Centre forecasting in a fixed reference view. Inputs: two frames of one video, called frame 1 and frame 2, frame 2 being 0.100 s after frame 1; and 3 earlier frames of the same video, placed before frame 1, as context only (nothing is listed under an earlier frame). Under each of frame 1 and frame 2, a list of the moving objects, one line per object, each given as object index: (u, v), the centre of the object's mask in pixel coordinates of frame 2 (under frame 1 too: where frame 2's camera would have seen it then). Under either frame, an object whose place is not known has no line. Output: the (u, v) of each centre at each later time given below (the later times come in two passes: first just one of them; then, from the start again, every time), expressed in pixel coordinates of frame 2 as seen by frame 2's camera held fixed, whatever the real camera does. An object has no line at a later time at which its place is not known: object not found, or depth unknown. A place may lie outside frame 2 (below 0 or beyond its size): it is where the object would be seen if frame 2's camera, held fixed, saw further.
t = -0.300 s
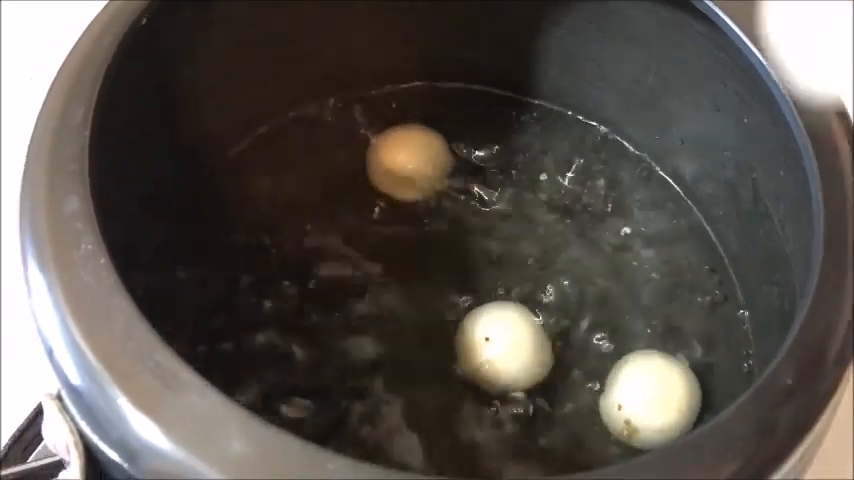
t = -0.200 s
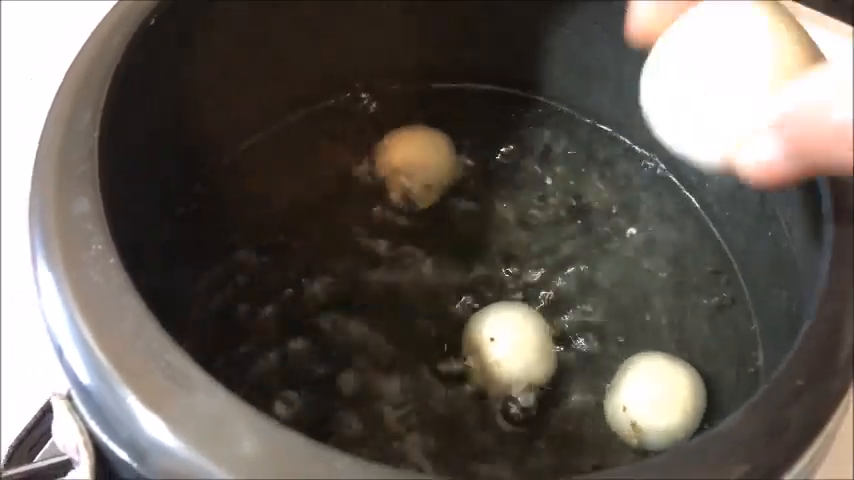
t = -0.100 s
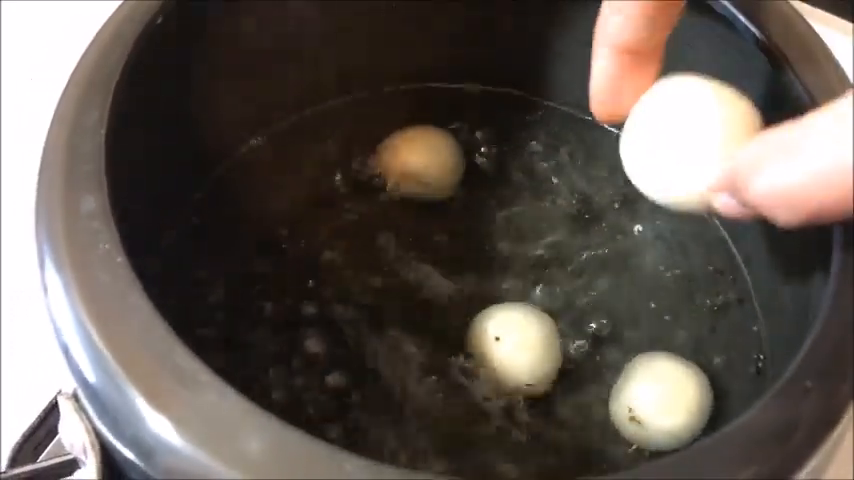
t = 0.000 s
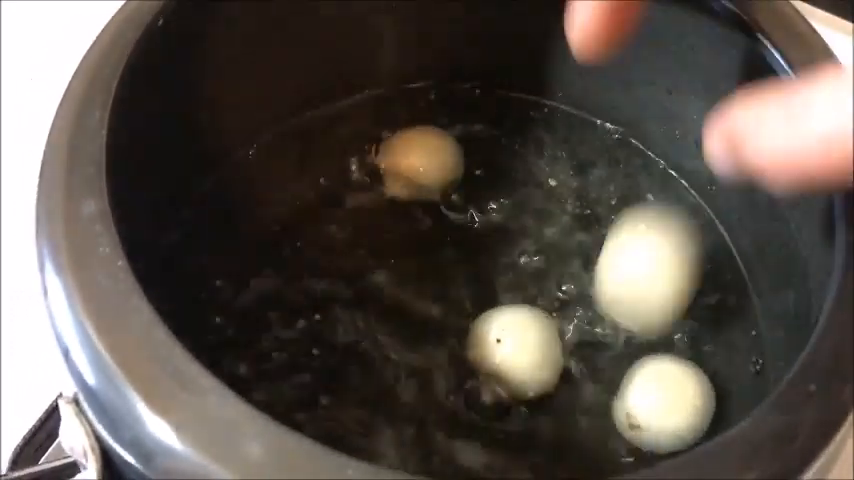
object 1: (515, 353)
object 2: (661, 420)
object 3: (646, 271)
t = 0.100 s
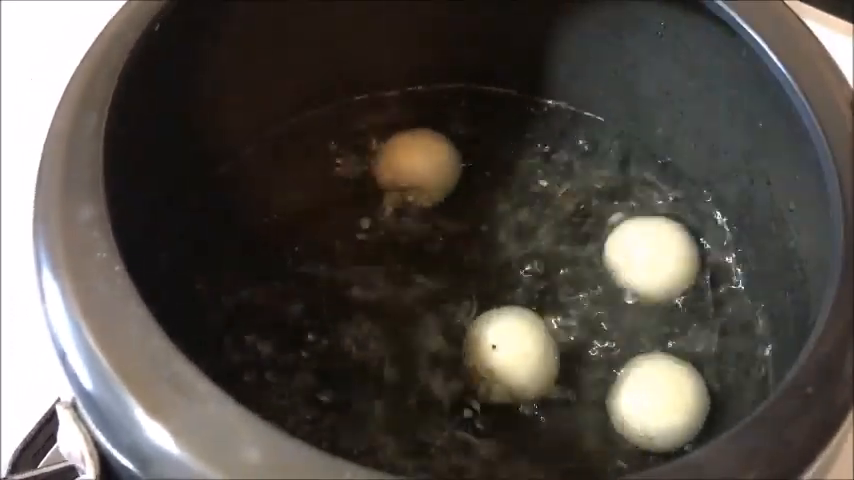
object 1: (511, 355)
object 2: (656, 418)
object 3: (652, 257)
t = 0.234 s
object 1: (509, 359)
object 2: (655, 412)
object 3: (636, 246)
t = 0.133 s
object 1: (512, 355)
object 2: (654, 419)
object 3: (650, 254)
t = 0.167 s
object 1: (509, 356)
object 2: (654, 419)
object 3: (646, 249)
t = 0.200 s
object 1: (512, 355)
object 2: (654, 420)
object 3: (644, 246)
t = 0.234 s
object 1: (509, 359)
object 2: (655, 412)
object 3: (636, 246)
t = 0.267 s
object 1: (510, 361)
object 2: (653, 419)
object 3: (633, 247)
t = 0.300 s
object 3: (631, 250)
